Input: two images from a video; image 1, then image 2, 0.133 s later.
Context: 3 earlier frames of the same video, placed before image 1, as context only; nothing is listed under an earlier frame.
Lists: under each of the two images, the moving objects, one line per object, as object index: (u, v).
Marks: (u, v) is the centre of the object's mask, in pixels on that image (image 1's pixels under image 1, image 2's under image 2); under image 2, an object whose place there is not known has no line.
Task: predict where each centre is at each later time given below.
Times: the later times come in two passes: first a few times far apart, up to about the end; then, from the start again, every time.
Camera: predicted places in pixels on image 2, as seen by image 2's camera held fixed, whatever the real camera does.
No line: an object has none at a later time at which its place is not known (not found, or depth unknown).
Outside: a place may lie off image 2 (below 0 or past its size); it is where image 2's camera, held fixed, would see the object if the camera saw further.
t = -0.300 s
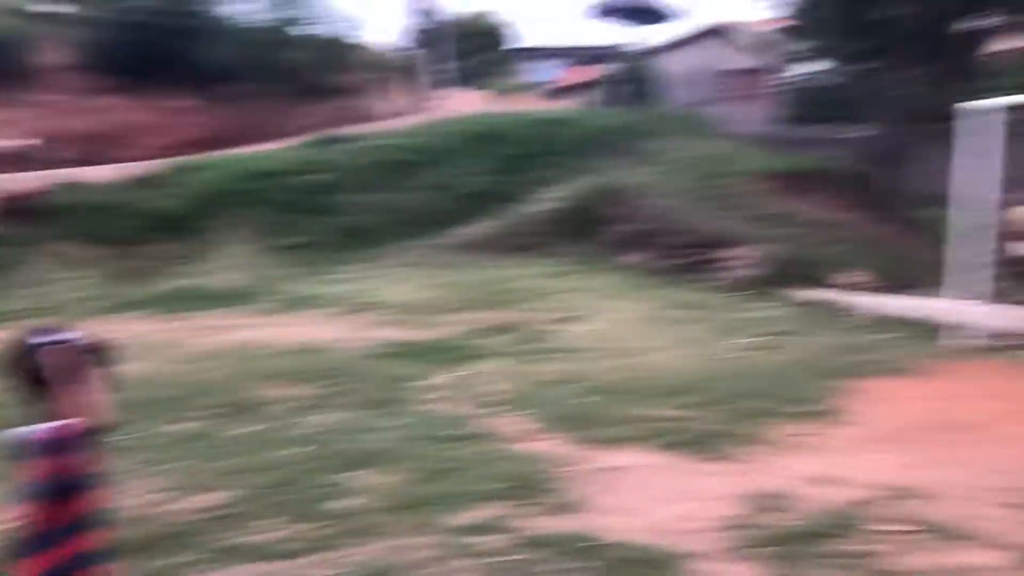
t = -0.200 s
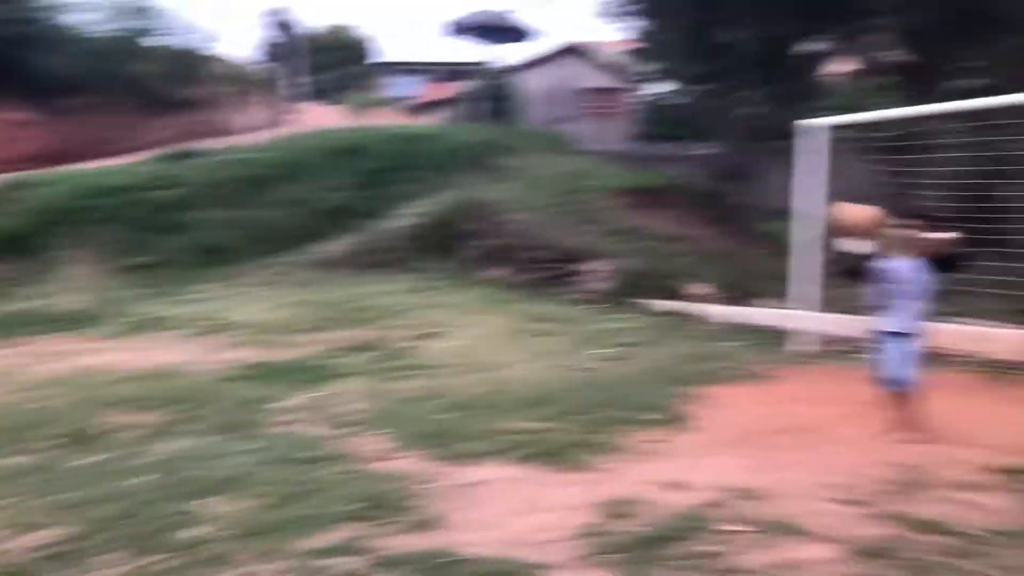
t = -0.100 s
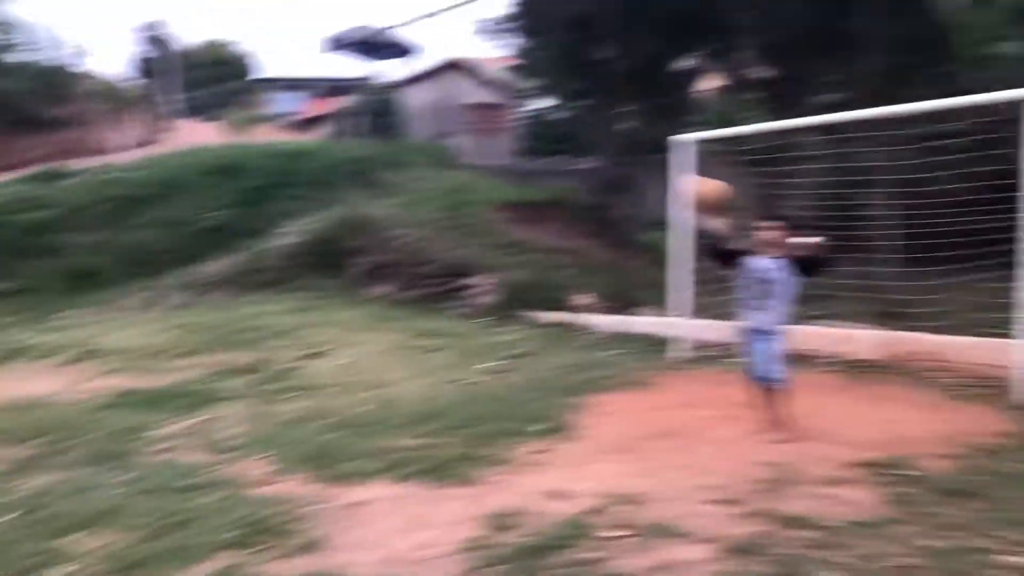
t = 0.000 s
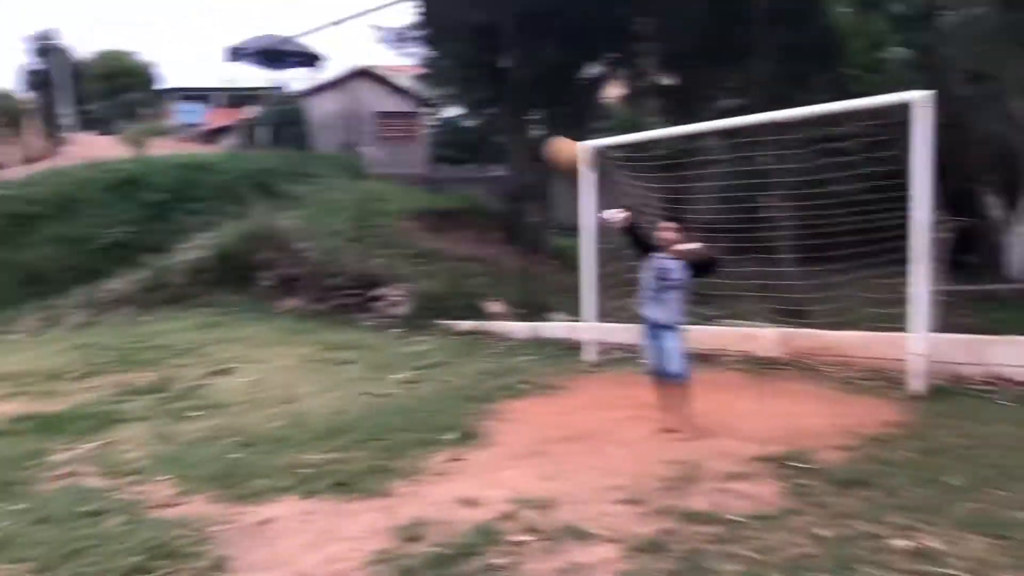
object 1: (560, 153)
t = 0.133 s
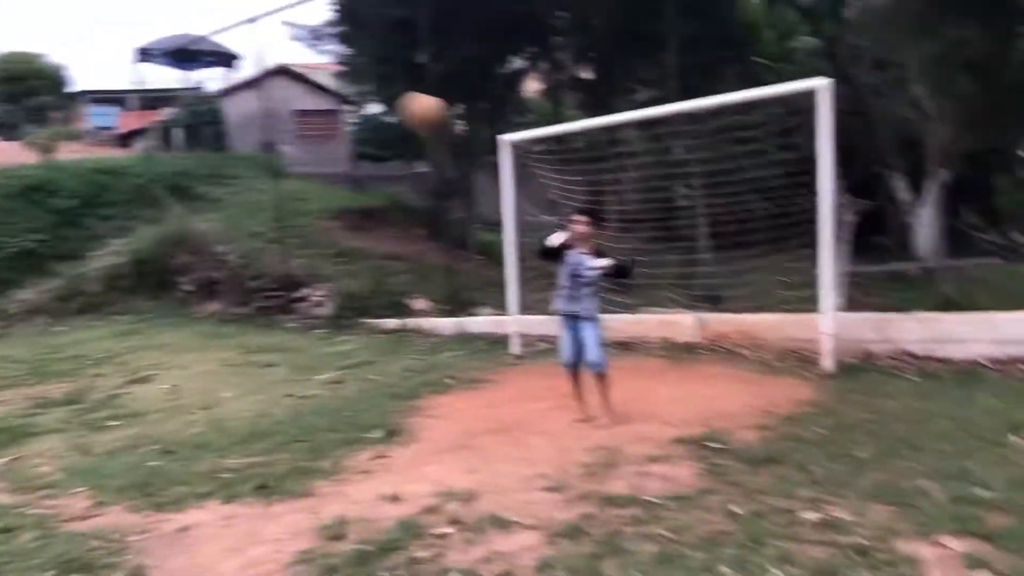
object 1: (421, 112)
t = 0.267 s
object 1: (348, 102)
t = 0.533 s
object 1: (162, 204)
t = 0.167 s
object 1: (407, 108)
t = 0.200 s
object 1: (386, 104)
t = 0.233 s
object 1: (369, 103)
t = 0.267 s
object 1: (348, 102)
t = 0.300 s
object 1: (326, 104)
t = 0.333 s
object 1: (307, 110)
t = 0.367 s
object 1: (283, 118)
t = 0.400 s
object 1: (260, 127)
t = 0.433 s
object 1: (236, 140)
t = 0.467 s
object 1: (213, 159)
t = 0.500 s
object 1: (188, 181)
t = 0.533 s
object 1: (162, 204)
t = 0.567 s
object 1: (134, 235)
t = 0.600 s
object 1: (106, 270)
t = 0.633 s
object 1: (78, 311)
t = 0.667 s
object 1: (46, 361)
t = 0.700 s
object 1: (15, 417)
